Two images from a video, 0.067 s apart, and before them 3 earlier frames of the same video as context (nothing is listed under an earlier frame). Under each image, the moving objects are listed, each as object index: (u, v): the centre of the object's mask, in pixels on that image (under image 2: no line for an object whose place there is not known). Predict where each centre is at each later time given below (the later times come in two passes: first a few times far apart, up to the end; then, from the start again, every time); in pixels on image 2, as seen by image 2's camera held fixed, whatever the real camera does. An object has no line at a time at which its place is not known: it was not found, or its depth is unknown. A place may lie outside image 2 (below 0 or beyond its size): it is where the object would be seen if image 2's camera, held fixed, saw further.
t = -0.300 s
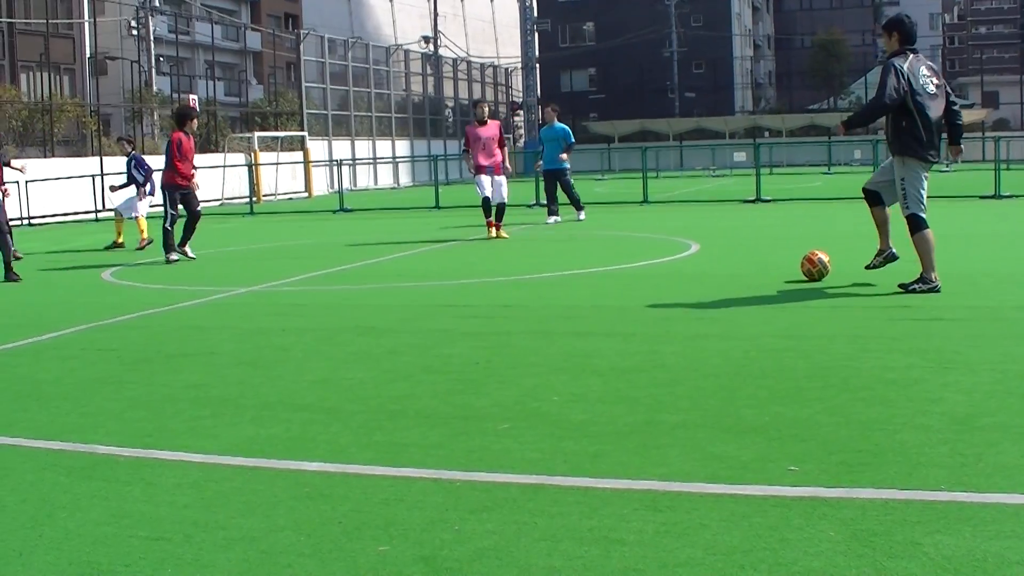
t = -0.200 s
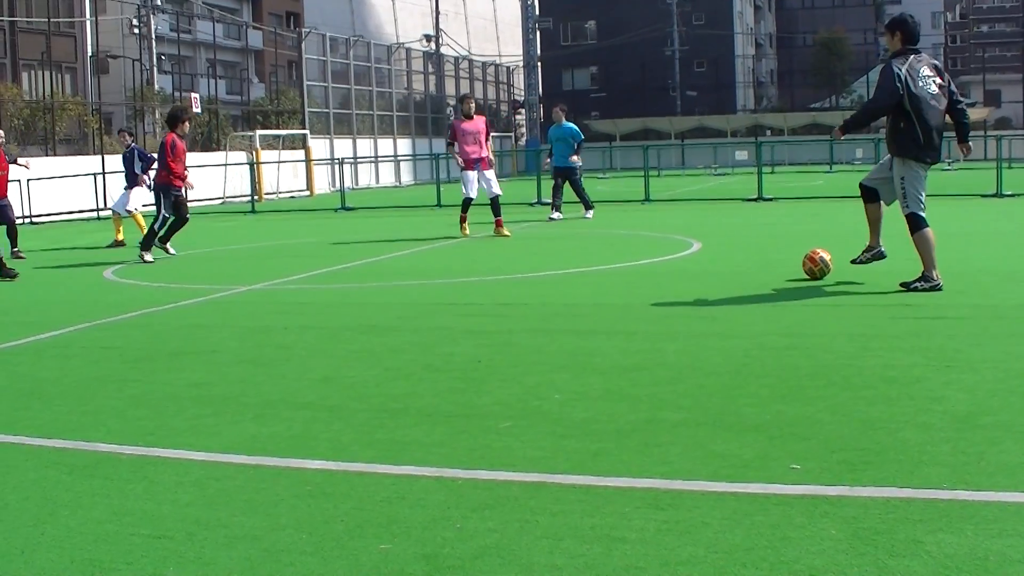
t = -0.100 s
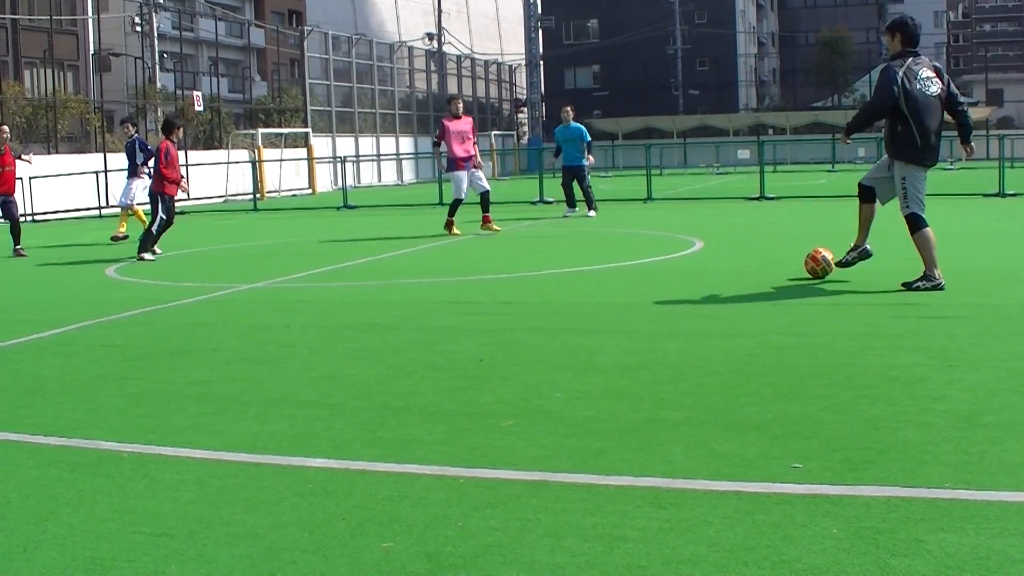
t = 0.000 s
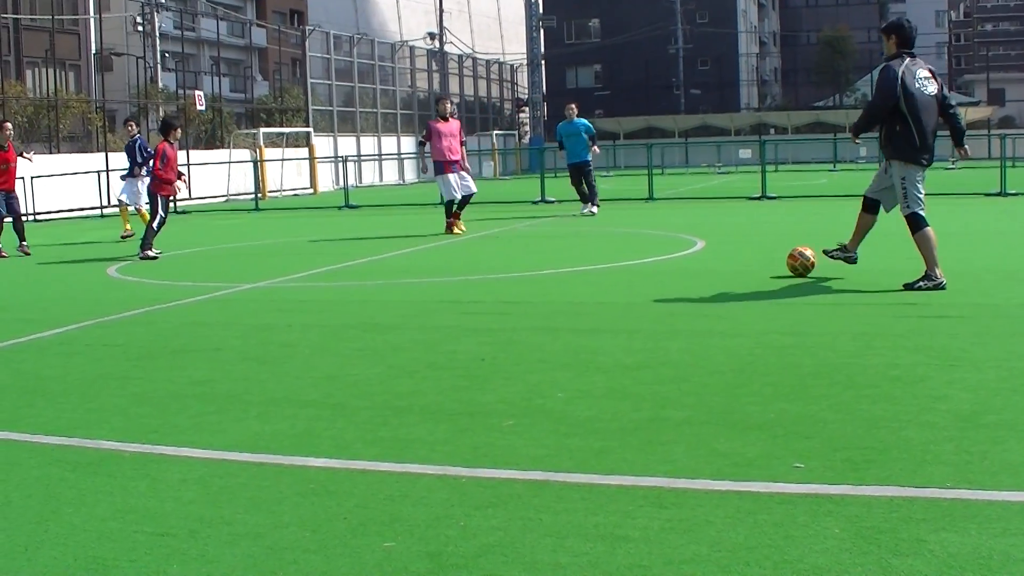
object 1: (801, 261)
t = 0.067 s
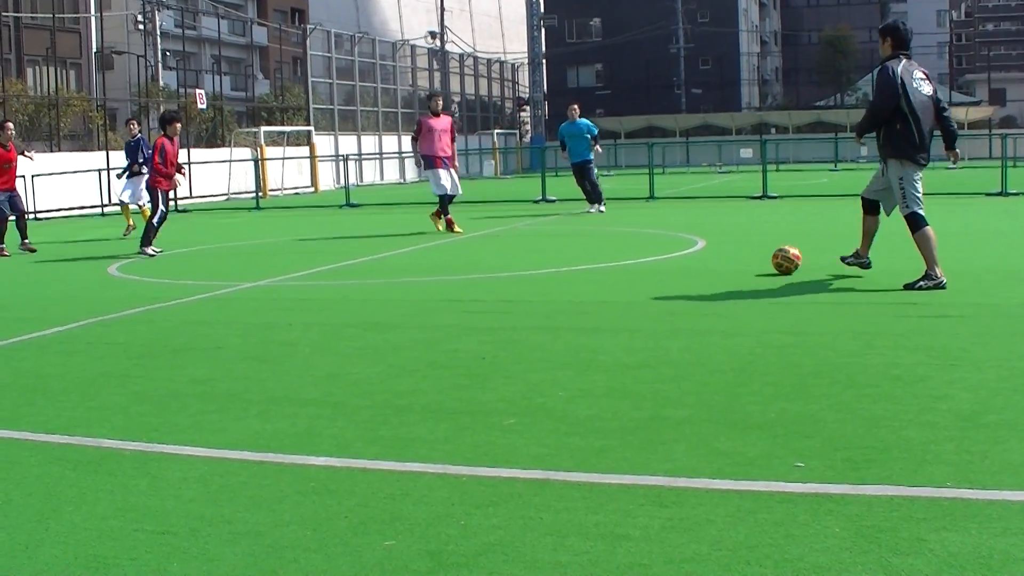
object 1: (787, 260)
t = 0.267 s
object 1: (751, 257)
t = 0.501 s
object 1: (714, 254)
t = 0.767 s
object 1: (675, 252)
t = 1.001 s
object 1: (643, 250)
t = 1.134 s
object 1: (626, 249)
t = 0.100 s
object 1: (780, 259)
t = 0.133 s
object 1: (773, 258)
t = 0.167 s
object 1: (768, 258)
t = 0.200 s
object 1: (762, 258)
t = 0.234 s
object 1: (757, 257)
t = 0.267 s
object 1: (751, 257)
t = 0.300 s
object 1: (746, 256)
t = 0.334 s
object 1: (740, 256)
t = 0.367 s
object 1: (735, 256)
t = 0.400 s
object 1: (730, 255)
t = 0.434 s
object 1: (724, 255)
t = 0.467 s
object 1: (719, 255)
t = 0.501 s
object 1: (714, 254)
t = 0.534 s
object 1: (709, 254)
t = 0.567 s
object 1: (704, 254)
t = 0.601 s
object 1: (699, 254)
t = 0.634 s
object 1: (694, 253)
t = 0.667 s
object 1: (689, 252)
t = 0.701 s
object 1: (684, 253)
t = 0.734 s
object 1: (679, 252)
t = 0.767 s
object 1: (675, 252)
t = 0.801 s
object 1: (670, 252)
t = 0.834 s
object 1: (665, 251)
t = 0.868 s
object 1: (661, 251)
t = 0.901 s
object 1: (656, 251)
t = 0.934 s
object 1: (652, 251)
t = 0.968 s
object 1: (648, 250)
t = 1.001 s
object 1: (643, 250)
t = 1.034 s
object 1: (639, 250)
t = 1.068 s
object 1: (635, 250)
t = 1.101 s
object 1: (630, 250)
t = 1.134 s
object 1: (626, 249)
